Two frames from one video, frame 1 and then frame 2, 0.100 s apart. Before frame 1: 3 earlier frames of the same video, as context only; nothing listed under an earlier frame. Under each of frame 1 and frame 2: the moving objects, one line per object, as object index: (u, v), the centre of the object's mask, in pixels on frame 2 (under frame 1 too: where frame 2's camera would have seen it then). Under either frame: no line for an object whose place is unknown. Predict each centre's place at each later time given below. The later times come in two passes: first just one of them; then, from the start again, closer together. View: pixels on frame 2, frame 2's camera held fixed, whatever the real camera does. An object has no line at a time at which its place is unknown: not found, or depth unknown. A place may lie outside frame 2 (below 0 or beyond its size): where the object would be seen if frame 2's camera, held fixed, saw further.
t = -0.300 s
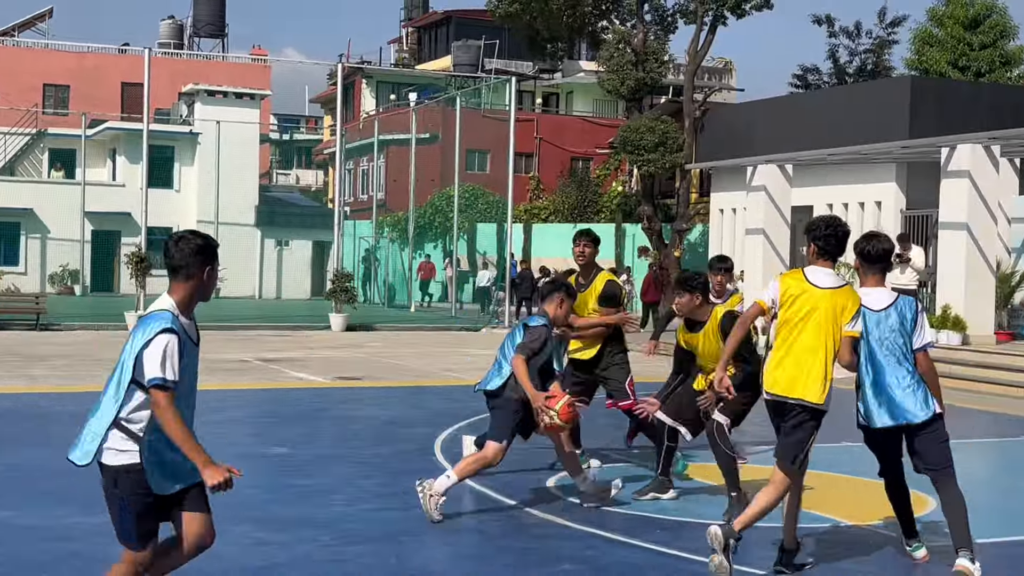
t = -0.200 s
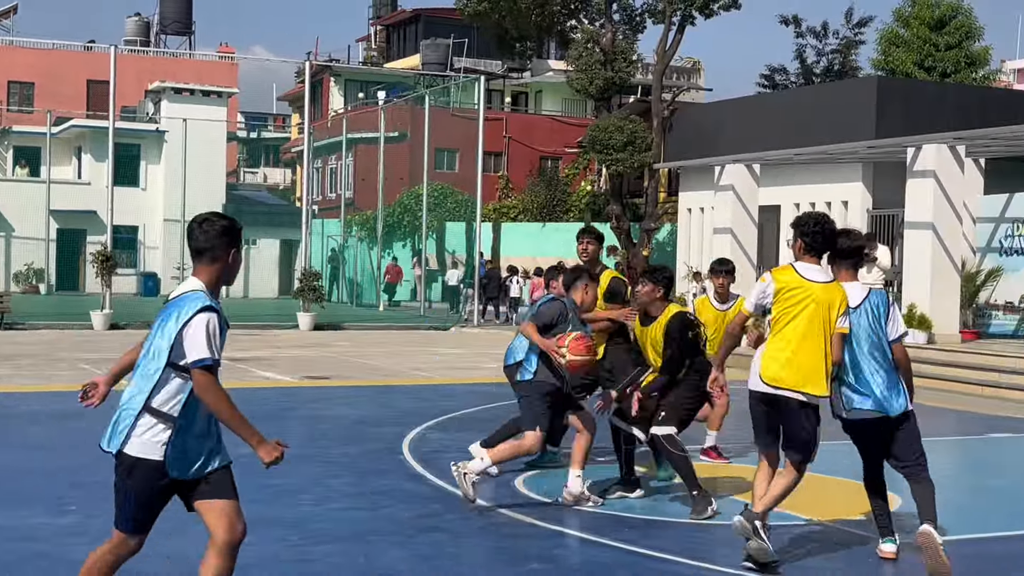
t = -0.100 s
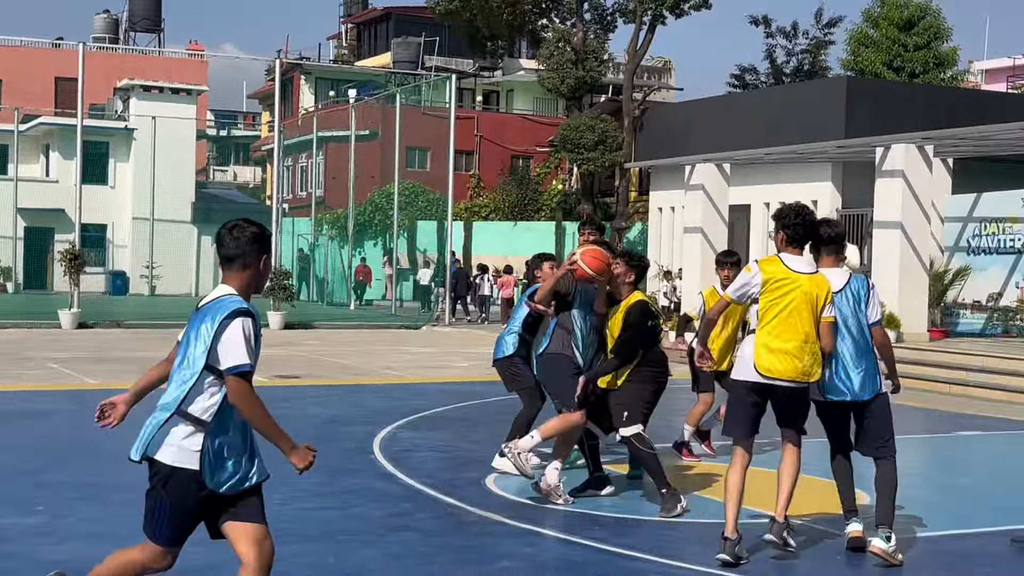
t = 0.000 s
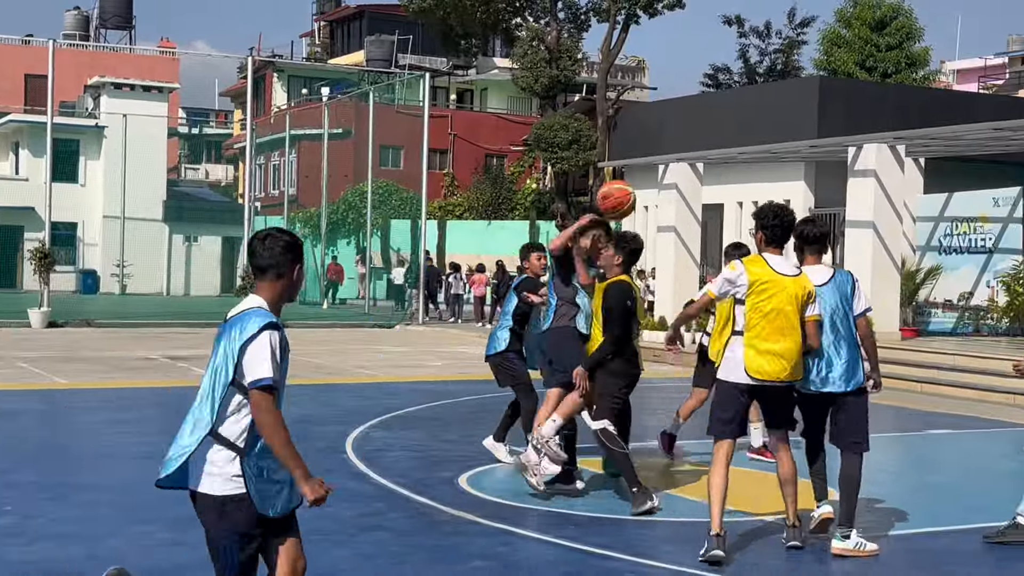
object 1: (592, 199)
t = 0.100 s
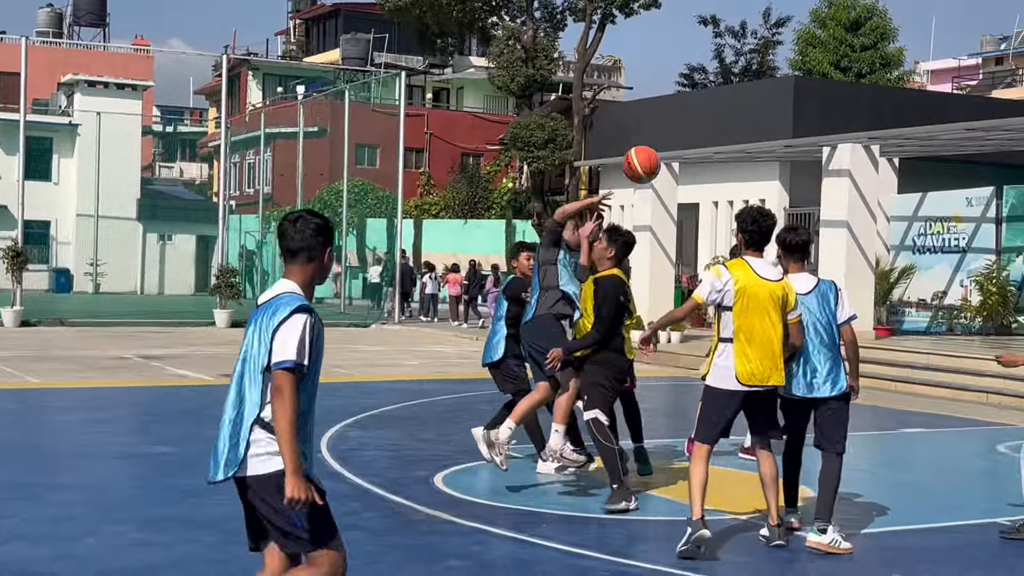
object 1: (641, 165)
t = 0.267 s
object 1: (715, 147)
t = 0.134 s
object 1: (657, 157)
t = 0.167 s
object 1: (672, 152)
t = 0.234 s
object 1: (701, 147)
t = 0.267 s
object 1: (715, 147)
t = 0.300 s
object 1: (727, 148)
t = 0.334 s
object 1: (741, 151)
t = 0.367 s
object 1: (753, 155)
